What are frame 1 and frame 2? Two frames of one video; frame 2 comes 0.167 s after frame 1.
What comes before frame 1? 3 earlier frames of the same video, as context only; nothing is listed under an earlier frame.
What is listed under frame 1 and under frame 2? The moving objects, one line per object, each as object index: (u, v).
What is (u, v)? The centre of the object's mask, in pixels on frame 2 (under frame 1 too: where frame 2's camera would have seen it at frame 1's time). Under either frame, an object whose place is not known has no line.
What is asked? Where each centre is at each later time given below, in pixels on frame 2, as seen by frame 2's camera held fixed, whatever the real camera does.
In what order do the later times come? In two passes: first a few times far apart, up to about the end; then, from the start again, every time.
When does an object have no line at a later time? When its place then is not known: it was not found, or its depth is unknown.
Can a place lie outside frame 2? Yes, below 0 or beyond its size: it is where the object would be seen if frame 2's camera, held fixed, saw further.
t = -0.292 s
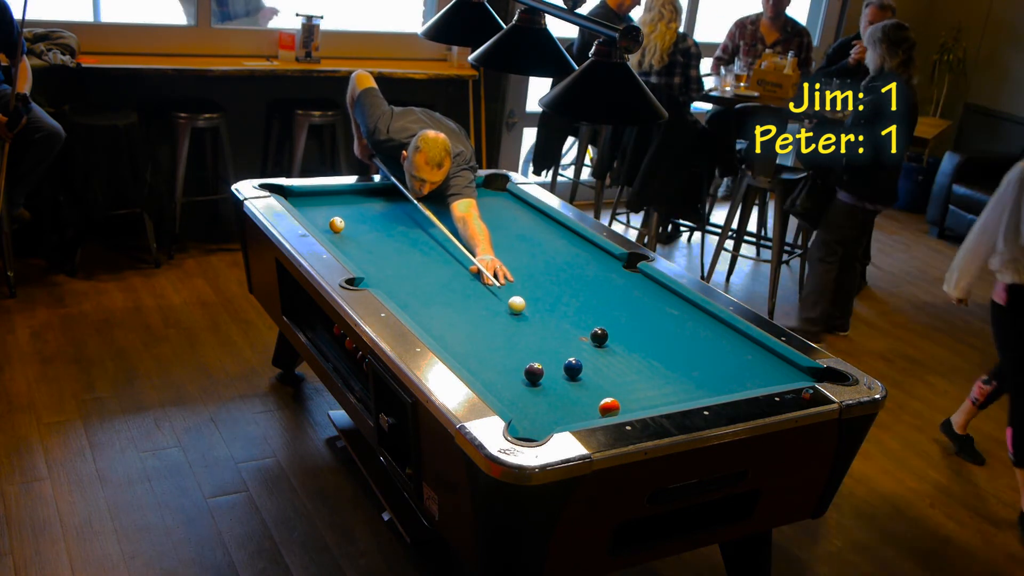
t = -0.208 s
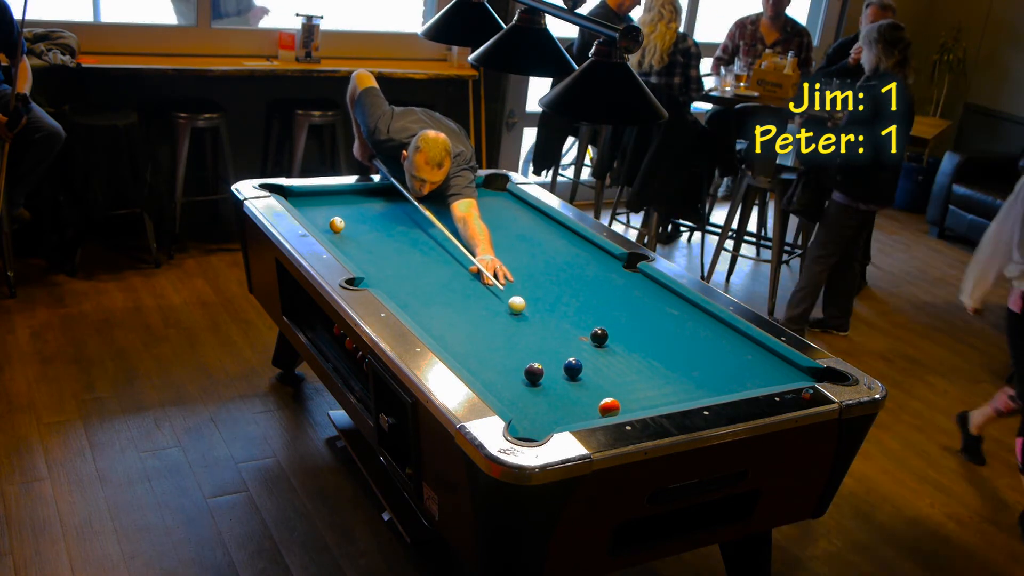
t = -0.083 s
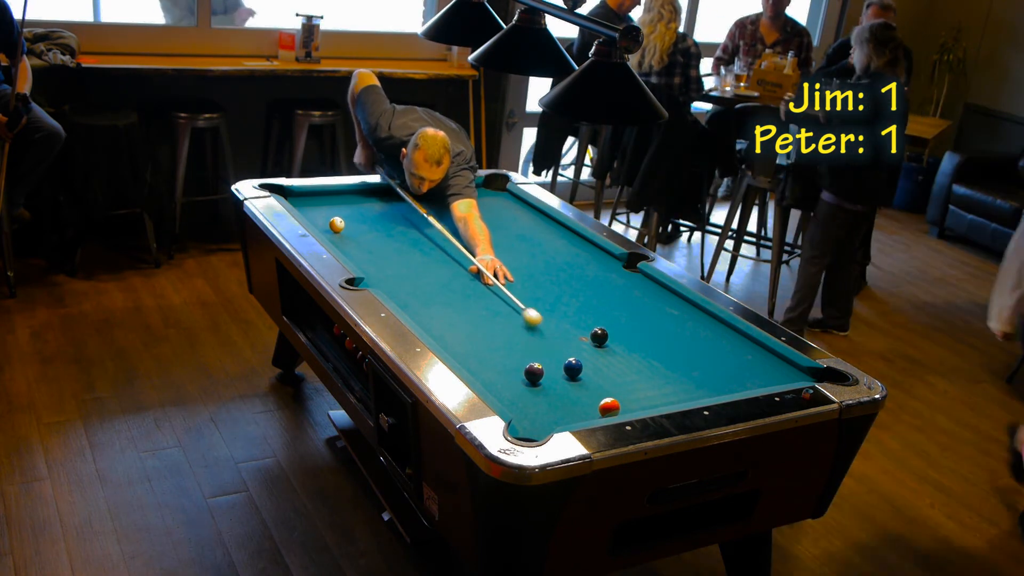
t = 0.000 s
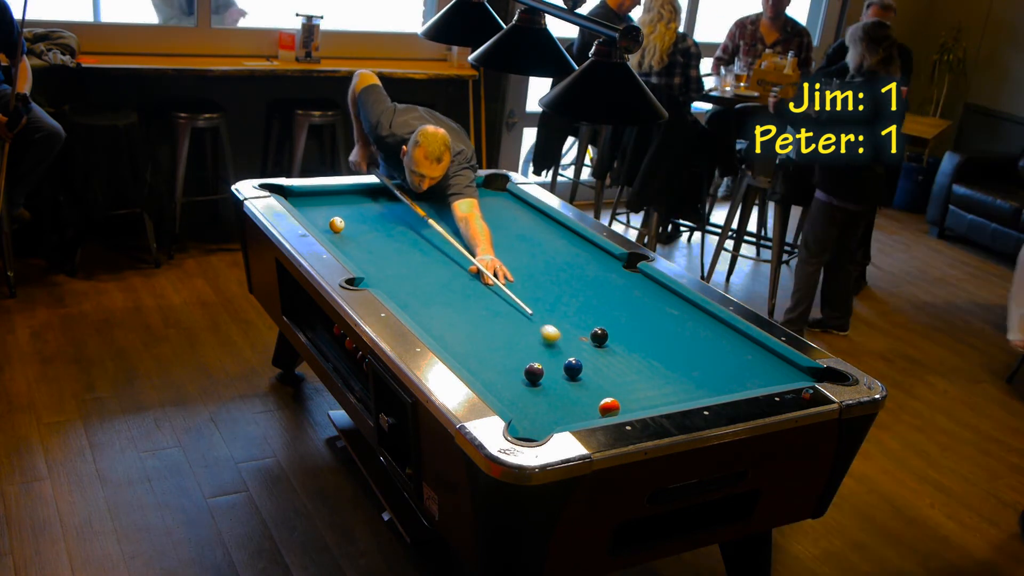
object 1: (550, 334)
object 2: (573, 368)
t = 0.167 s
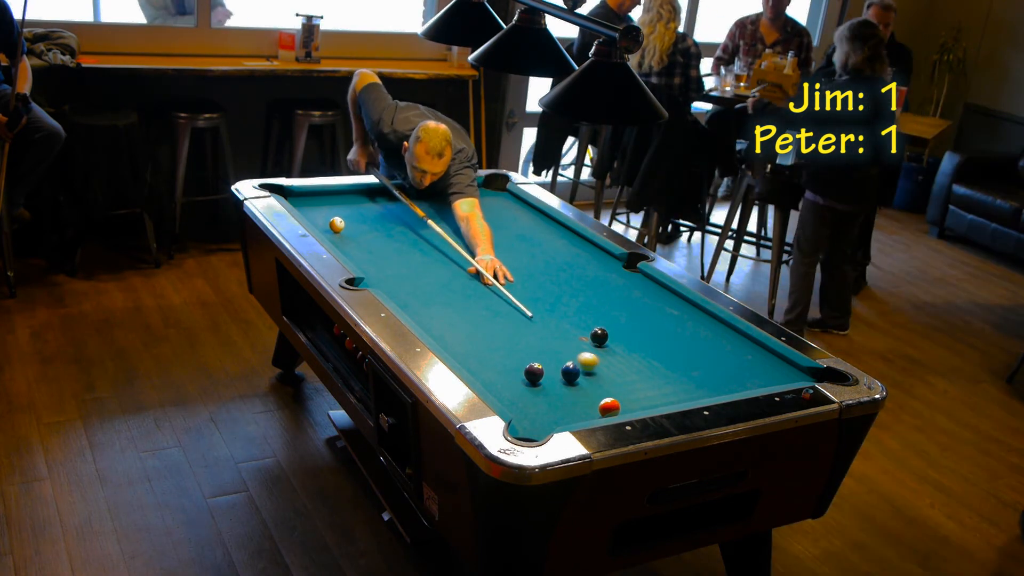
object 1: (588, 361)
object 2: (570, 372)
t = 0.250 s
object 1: (610, 369)
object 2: (566, 381)
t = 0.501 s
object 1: (680, 393)
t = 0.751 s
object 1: (700, 383)
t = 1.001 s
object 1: (707, 366)
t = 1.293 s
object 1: (713, 348)
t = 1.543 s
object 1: (718, 334)
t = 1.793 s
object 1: (718, 322)
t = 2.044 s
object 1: (696, 316)
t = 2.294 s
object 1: (677, 311)
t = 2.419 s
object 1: (667, 308)
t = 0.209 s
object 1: (599, 365)
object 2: (568, 377)
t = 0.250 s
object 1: (610, 369)
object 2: (566, 381)
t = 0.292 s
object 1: (622, 373)
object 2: (564, 385)
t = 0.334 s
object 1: (633, 377)
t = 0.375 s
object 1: (645, 381)
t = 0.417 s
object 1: (656, 385)
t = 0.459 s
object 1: (668, 389)
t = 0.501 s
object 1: (680, 393)
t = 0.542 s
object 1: (691, 395)
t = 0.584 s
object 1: (695, 394)
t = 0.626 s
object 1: (696, 392)
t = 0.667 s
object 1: (698, 390)
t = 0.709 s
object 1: (699, 386)
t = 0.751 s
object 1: (700, 383)
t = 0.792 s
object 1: (701, 380)
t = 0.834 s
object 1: (702, 377)
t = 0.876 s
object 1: (703, 374)
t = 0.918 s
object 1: (705, 371)
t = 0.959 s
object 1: (706, 368)
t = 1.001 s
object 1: (707, 366)
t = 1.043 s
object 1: (708, 363)
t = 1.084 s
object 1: (709, 360)
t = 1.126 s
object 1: (710, 358)
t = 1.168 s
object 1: (711, 355)
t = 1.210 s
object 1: (712, 353)
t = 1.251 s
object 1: (712, 350)
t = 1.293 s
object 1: (713, 348)
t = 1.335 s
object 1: (714, 345)
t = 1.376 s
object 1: (715, 343)
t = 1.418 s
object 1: (715, 341)
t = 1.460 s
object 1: (716, 338)
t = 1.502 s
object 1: (717, 336)
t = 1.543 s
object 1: (718, 334)
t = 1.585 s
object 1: (718, 332)
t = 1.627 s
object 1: (719, 330)
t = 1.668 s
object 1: (720, 328)
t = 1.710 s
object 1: (720, 326)
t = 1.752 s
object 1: (721, 324)
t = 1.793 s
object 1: (718, 322)
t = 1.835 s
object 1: (714, 321)
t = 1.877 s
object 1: (710, 320)
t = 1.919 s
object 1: (707, 319)
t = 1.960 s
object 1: (703, 318)
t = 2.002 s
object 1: (700, 317)
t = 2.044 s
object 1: (696, 316)
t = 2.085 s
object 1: (693, 316)
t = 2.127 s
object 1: (690, 315)
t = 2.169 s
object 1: (686, 314)
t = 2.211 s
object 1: (683, 313)
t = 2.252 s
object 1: (680, 312)
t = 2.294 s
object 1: (677, 311)
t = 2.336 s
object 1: (673, 310)
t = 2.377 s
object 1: (670, 309)
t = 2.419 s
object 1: (667, 308)
